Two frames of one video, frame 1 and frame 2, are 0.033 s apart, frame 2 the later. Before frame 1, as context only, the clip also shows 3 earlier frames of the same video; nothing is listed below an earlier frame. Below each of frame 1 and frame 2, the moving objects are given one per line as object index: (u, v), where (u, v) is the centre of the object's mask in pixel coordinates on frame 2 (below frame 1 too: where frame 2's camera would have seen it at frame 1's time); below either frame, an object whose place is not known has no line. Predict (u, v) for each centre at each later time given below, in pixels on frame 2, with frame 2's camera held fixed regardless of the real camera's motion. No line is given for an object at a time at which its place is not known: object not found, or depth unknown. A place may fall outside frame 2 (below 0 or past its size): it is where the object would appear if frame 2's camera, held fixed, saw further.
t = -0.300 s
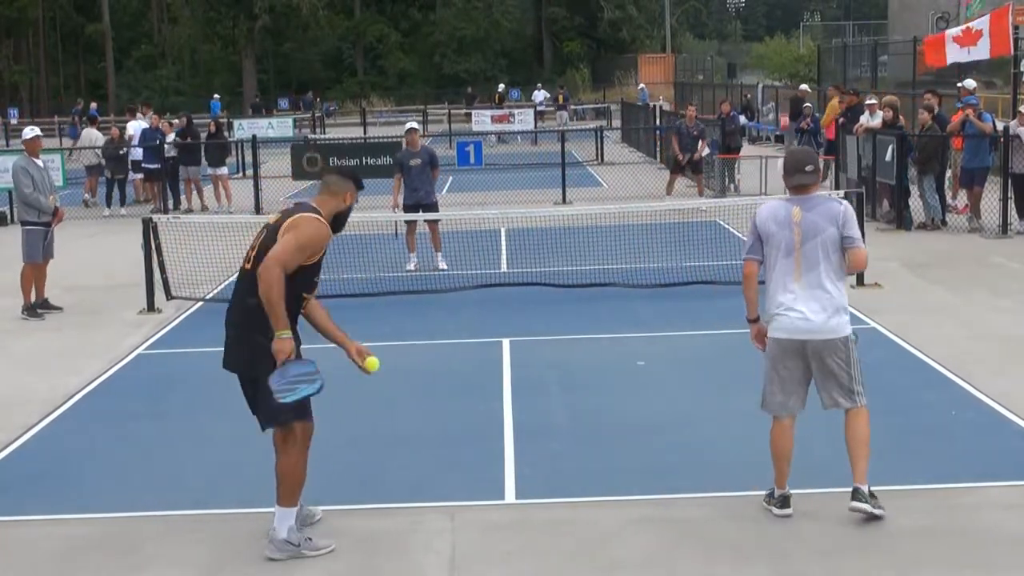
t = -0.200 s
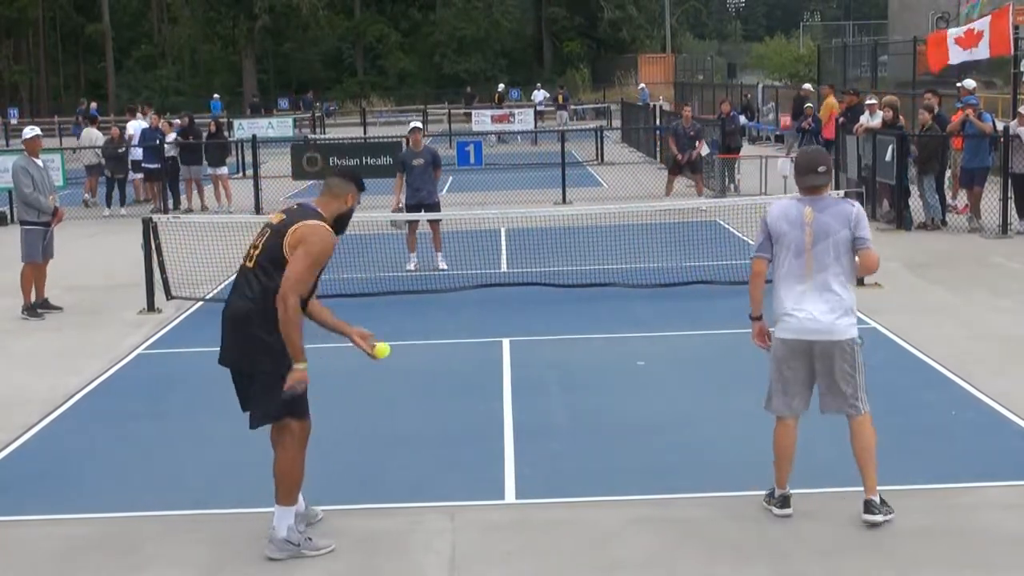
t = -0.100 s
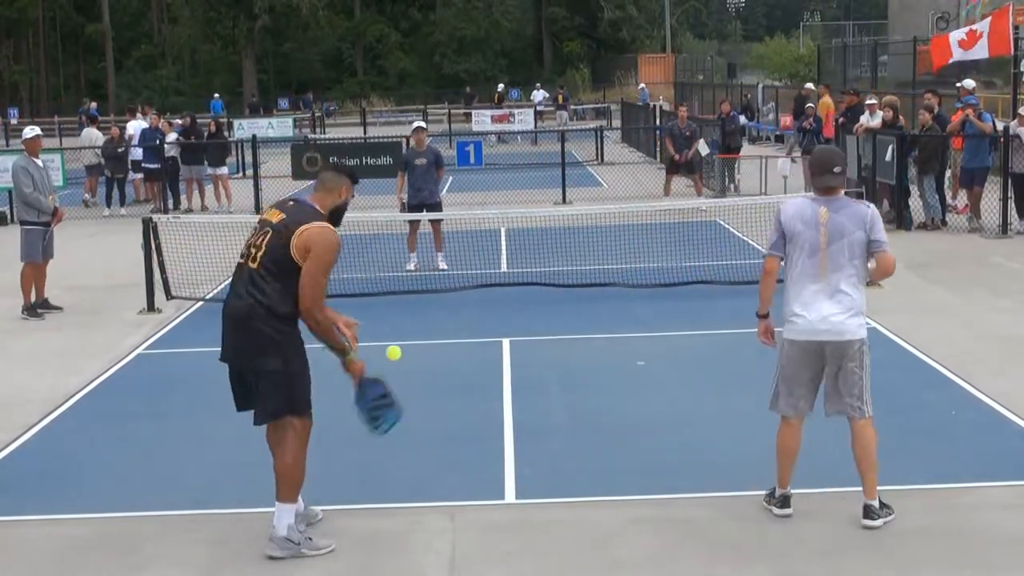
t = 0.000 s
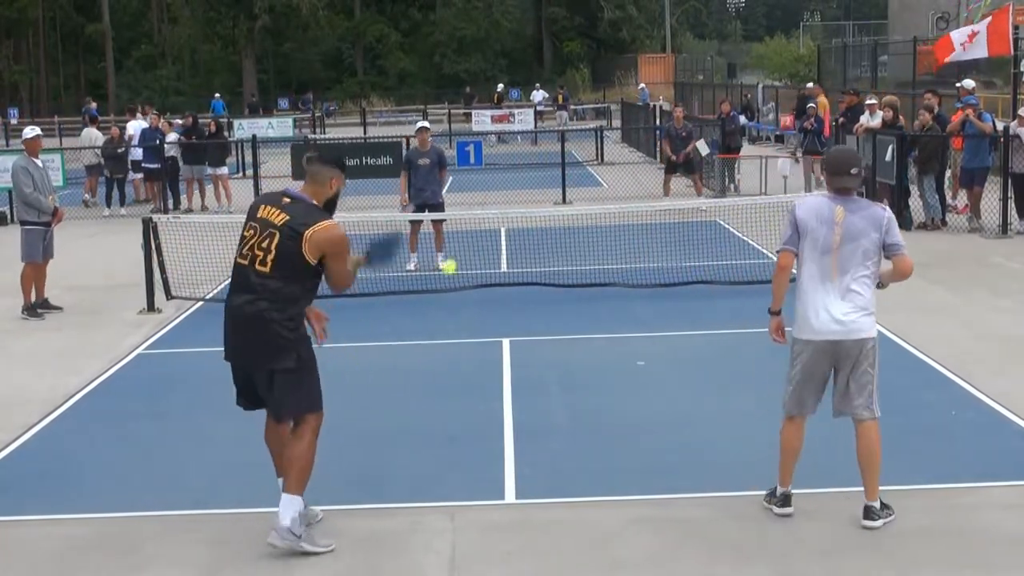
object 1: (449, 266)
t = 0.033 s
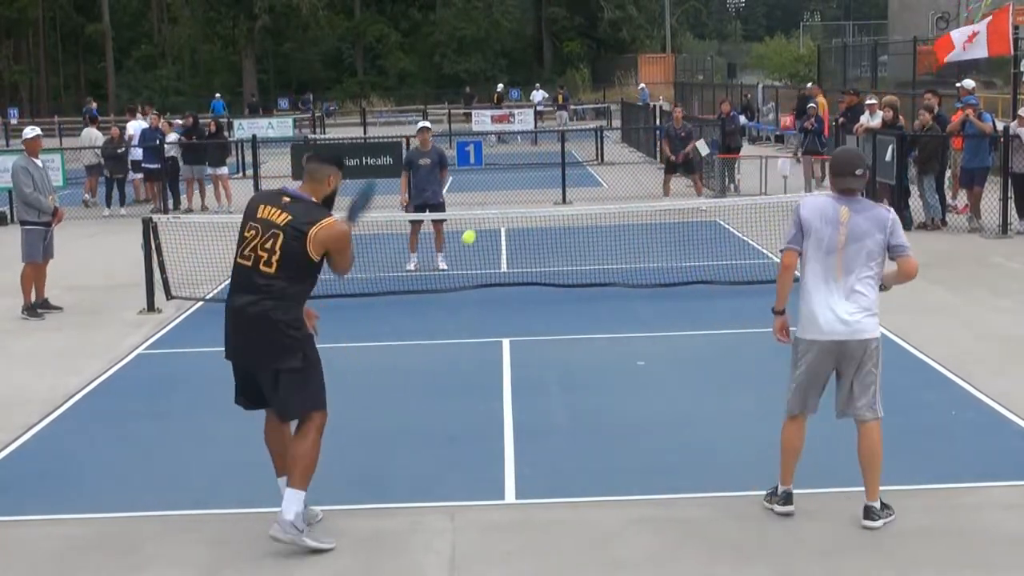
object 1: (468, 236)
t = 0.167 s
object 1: (528, 162)
